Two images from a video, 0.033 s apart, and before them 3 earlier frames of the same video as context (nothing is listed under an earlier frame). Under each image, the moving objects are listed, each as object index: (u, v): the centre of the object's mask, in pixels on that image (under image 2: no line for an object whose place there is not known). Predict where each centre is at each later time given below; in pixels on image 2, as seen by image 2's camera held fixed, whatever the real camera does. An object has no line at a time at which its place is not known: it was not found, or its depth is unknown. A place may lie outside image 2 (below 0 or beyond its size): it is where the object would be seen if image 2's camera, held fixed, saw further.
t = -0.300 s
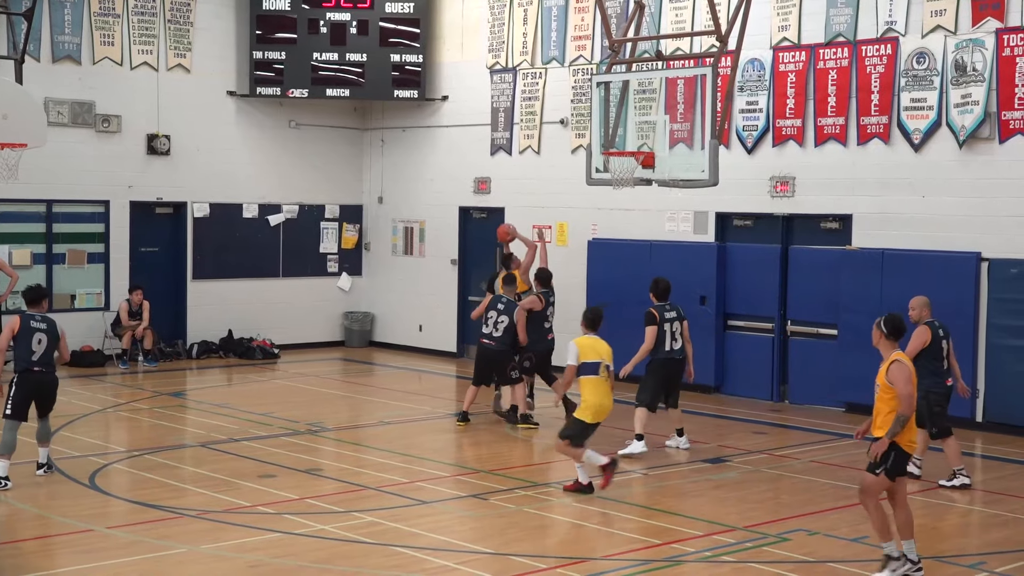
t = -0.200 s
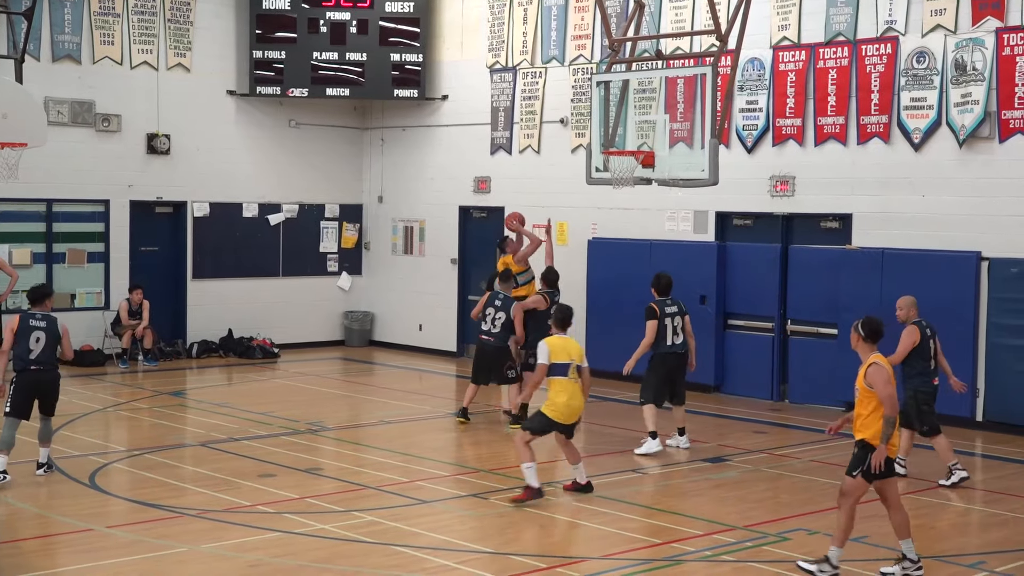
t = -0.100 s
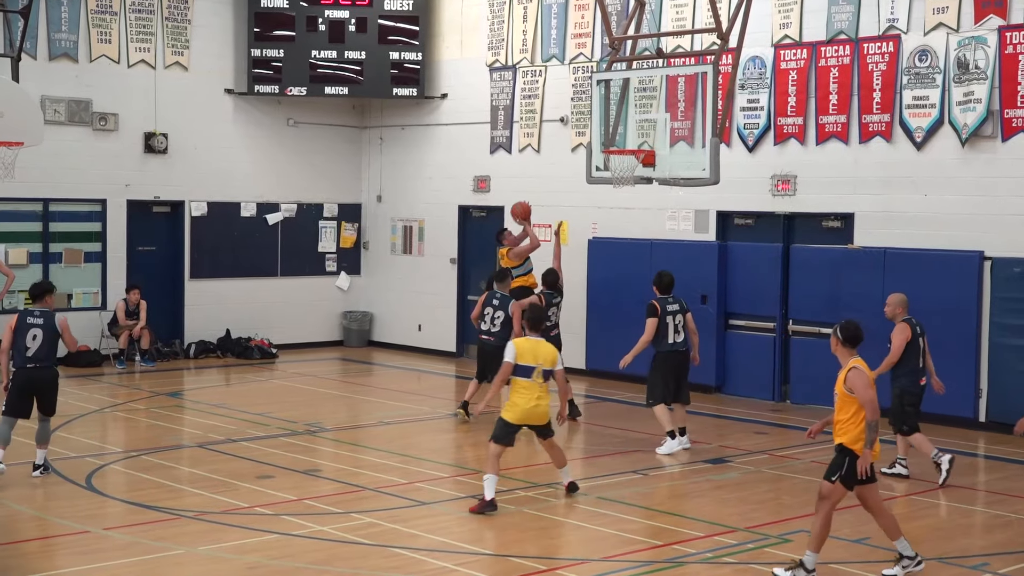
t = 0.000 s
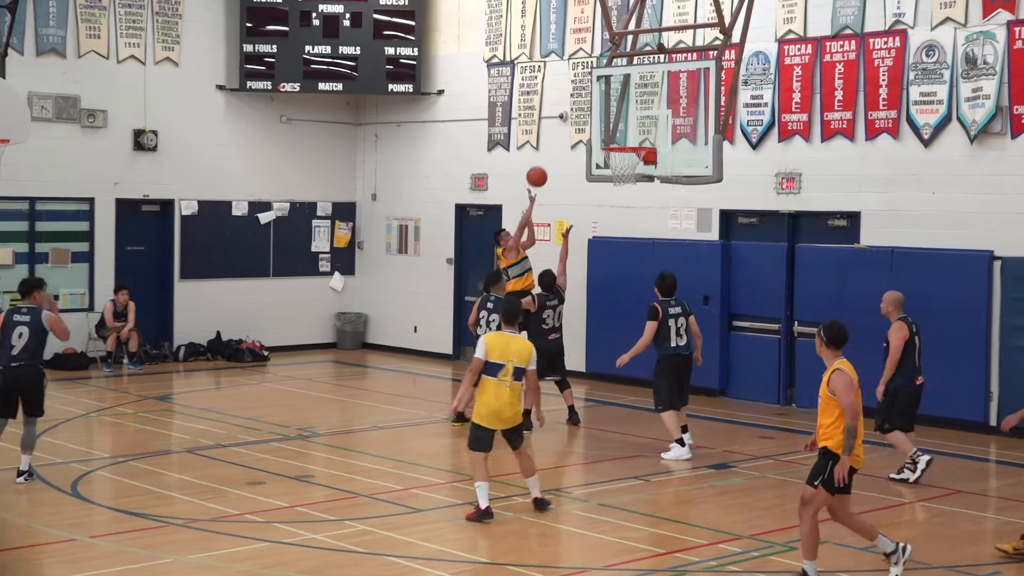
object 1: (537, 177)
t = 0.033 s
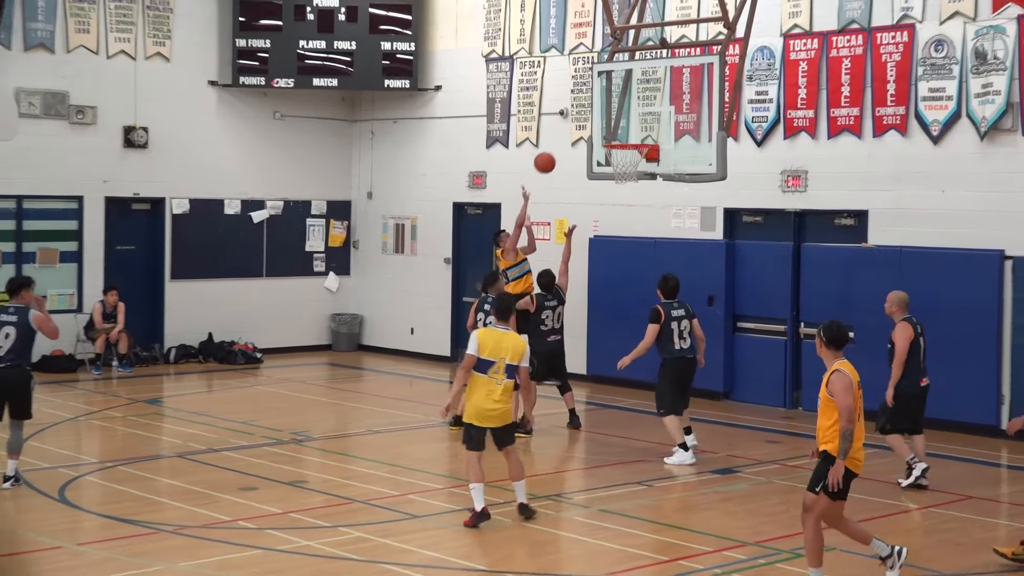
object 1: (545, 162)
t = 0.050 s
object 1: (549, 157)
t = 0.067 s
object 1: (553, 152)
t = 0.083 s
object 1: (557, 147)
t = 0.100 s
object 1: (561, 144)
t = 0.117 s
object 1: (565, 139)
